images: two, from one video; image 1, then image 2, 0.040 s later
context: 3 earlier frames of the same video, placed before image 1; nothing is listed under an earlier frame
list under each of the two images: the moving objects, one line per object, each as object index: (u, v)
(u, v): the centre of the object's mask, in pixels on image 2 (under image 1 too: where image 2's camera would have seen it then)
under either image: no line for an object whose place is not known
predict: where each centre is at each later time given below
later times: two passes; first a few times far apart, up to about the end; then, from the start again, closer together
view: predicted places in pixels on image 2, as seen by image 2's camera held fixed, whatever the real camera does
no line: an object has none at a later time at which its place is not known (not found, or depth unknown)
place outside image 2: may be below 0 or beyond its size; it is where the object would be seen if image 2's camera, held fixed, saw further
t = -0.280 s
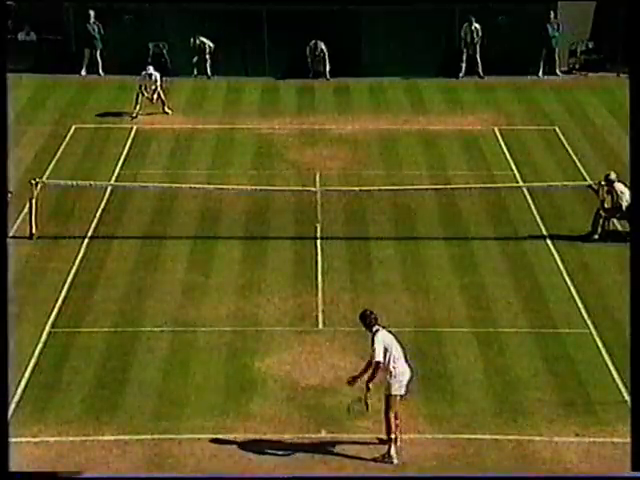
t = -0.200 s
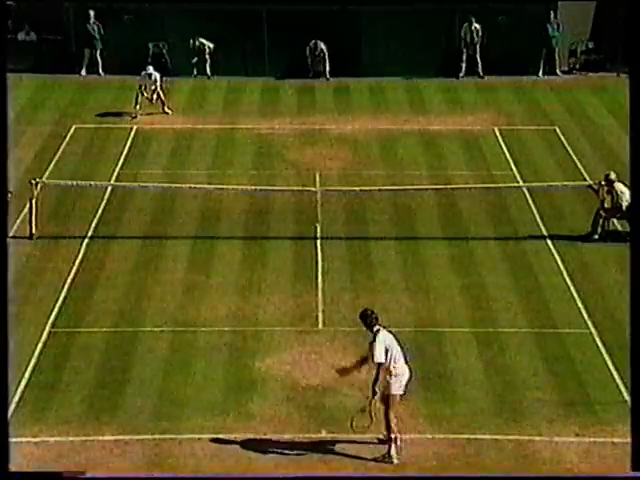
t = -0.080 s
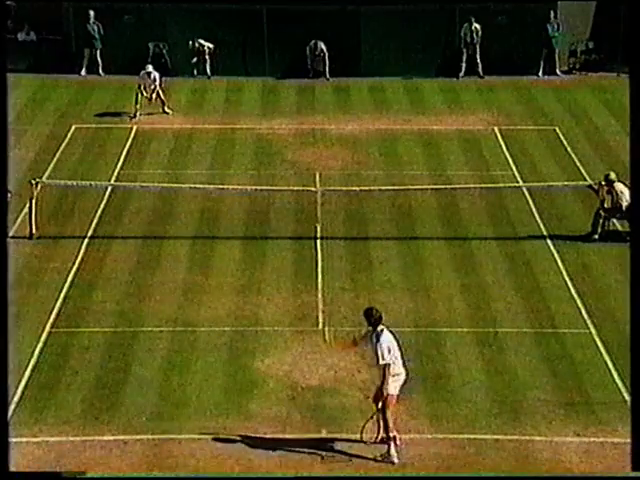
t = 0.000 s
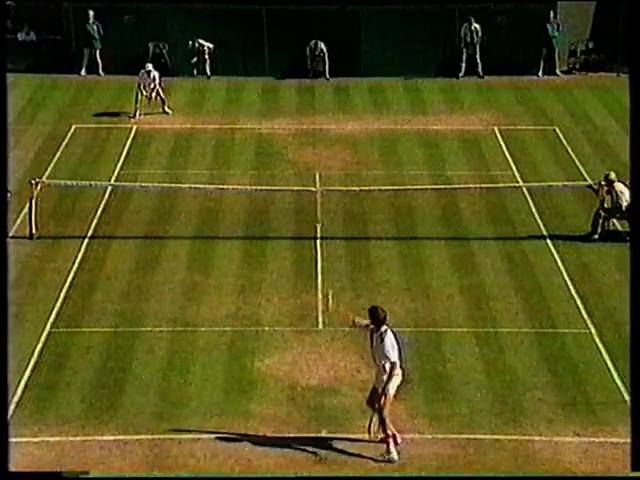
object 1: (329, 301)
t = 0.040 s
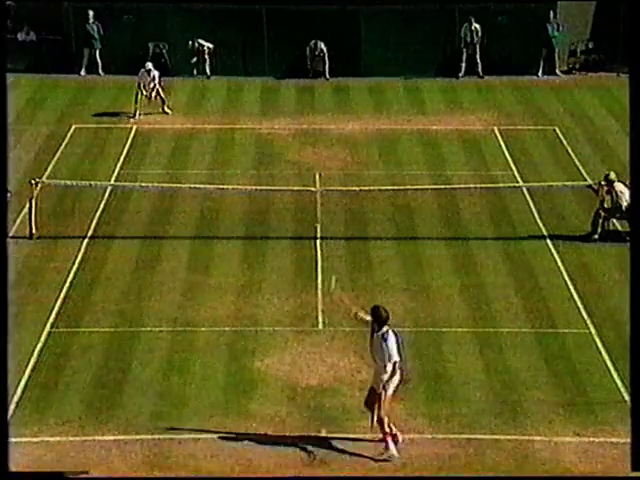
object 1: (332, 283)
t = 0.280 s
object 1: (348, 216)
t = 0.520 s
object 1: (362, 194)
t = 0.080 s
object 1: (335, 269)
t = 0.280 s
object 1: (348, 216)
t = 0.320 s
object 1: (351, 210)
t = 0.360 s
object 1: (353, 203)
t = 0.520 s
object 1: (362, 194)
